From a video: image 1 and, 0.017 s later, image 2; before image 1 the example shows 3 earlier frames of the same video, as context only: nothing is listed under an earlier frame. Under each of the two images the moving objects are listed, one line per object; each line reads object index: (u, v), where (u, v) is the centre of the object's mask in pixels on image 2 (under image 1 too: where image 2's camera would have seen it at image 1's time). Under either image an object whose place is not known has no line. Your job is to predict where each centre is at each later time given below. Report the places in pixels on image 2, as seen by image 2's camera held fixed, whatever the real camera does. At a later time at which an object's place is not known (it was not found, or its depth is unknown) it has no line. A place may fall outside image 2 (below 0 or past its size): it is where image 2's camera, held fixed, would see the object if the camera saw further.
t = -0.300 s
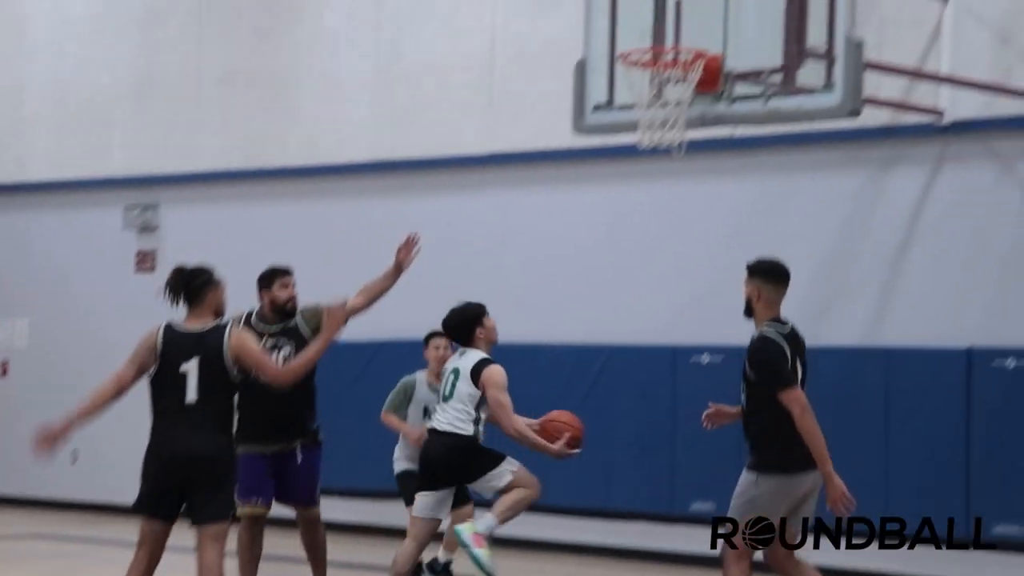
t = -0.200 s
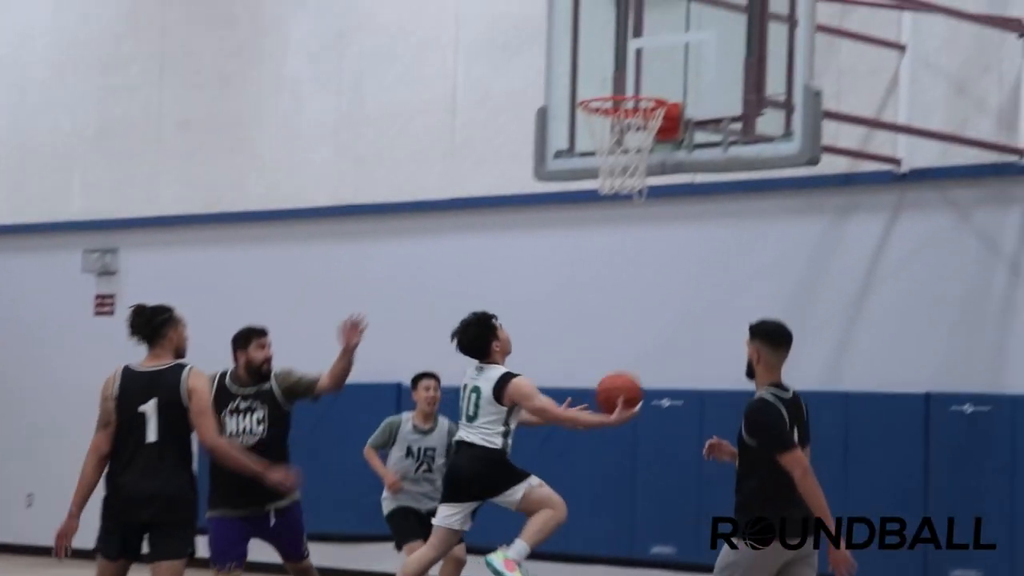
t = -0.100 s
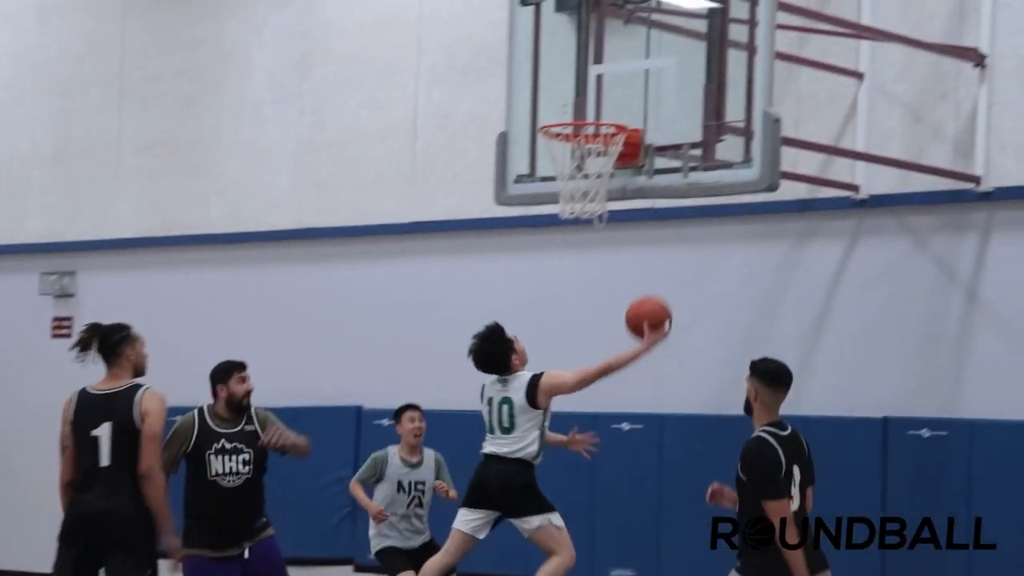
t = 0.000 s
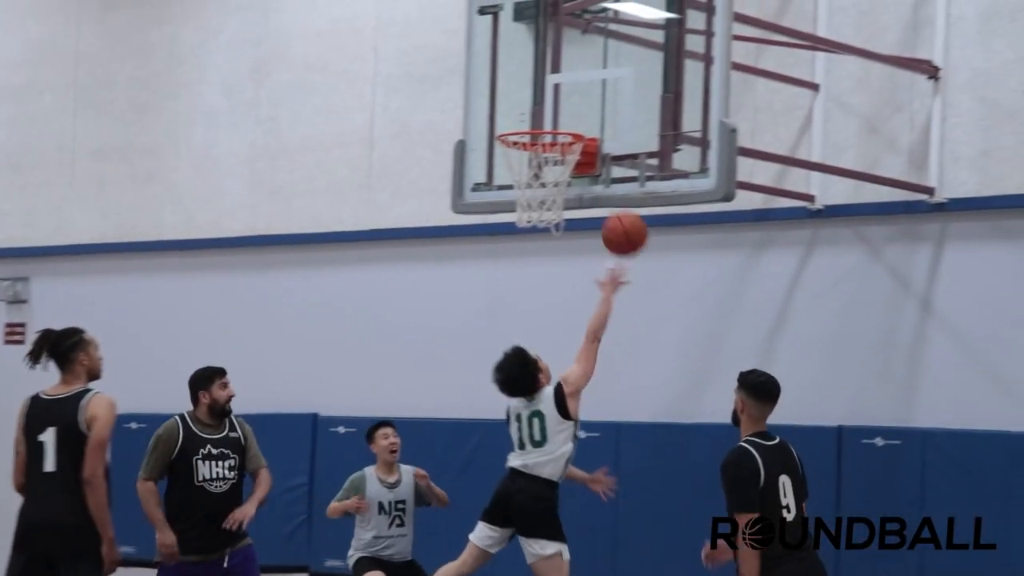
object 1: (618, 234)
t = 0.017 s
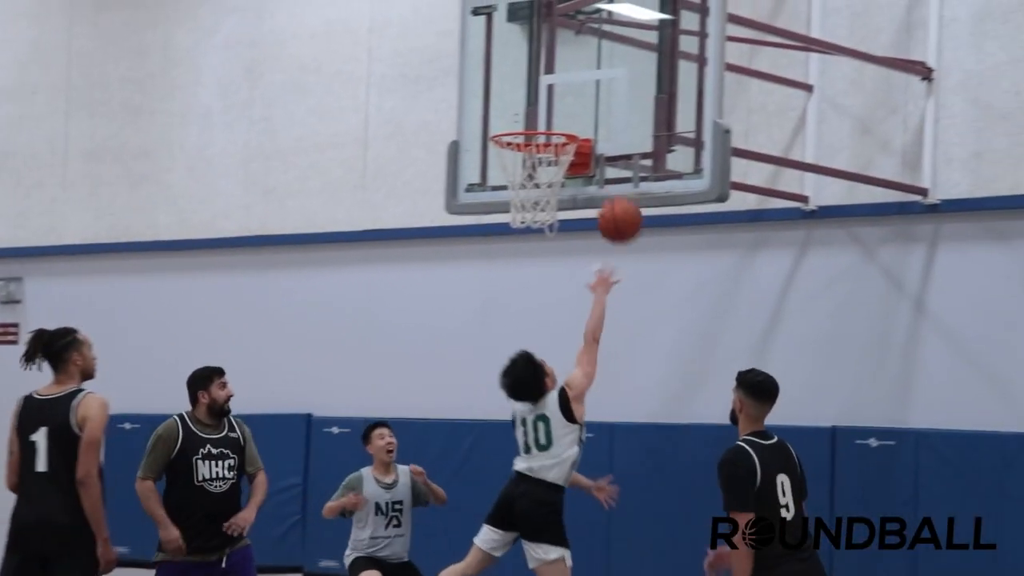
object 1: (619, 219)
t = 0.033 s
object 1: (620, 208)
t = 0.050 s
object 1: (621, 194)
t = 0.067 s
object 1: (621, 183)
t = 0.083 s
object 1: (622, 171)
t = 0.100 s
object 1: (623, 161)
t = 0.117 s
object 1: (623, 150)
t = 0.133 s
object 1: (624, 141)
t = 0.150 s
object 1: (624, 131)
